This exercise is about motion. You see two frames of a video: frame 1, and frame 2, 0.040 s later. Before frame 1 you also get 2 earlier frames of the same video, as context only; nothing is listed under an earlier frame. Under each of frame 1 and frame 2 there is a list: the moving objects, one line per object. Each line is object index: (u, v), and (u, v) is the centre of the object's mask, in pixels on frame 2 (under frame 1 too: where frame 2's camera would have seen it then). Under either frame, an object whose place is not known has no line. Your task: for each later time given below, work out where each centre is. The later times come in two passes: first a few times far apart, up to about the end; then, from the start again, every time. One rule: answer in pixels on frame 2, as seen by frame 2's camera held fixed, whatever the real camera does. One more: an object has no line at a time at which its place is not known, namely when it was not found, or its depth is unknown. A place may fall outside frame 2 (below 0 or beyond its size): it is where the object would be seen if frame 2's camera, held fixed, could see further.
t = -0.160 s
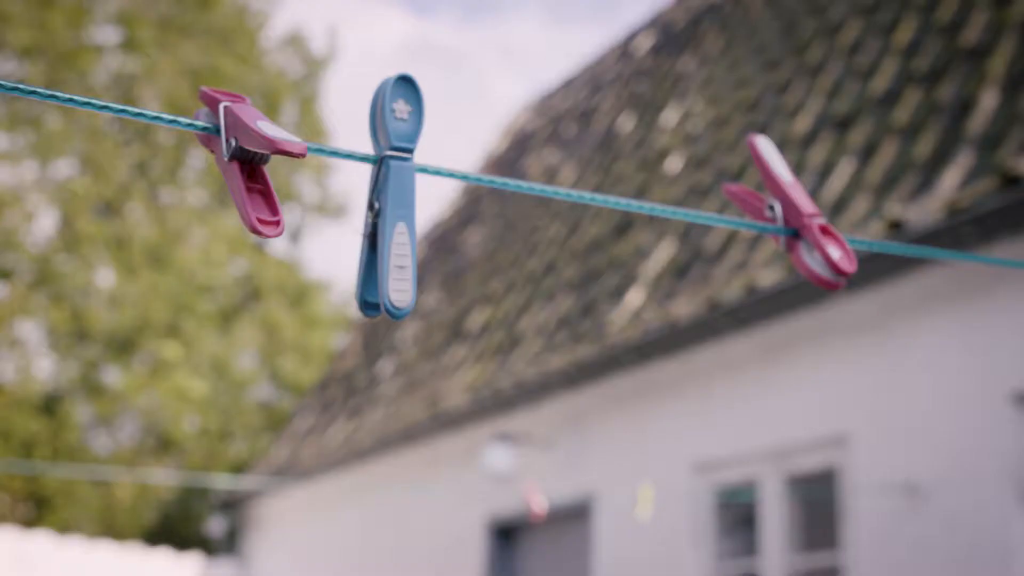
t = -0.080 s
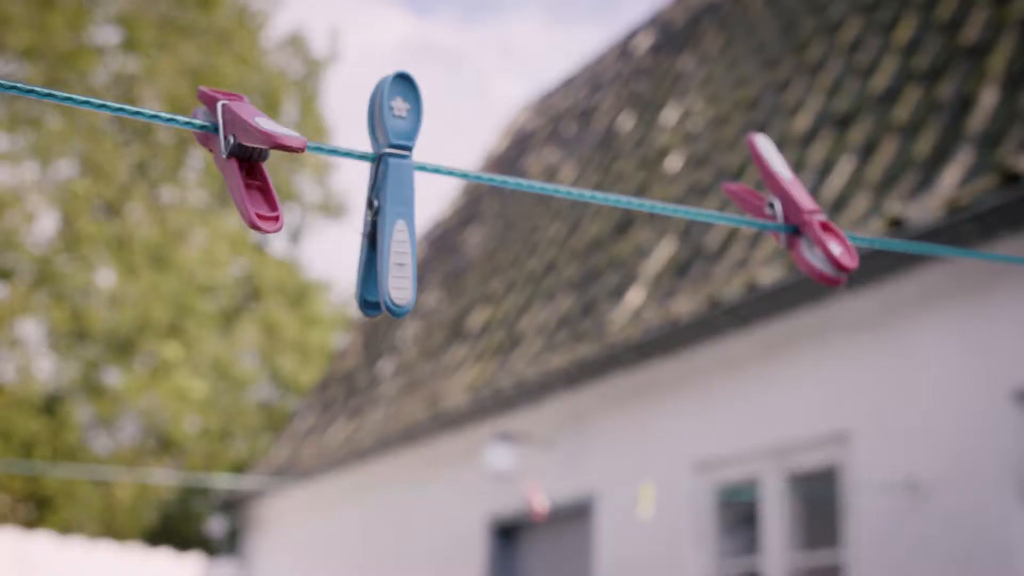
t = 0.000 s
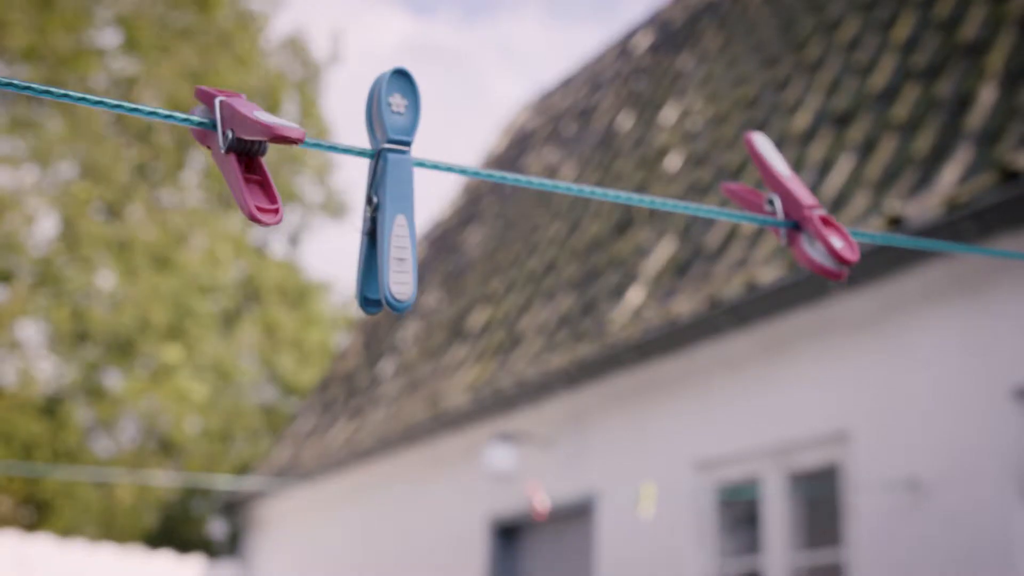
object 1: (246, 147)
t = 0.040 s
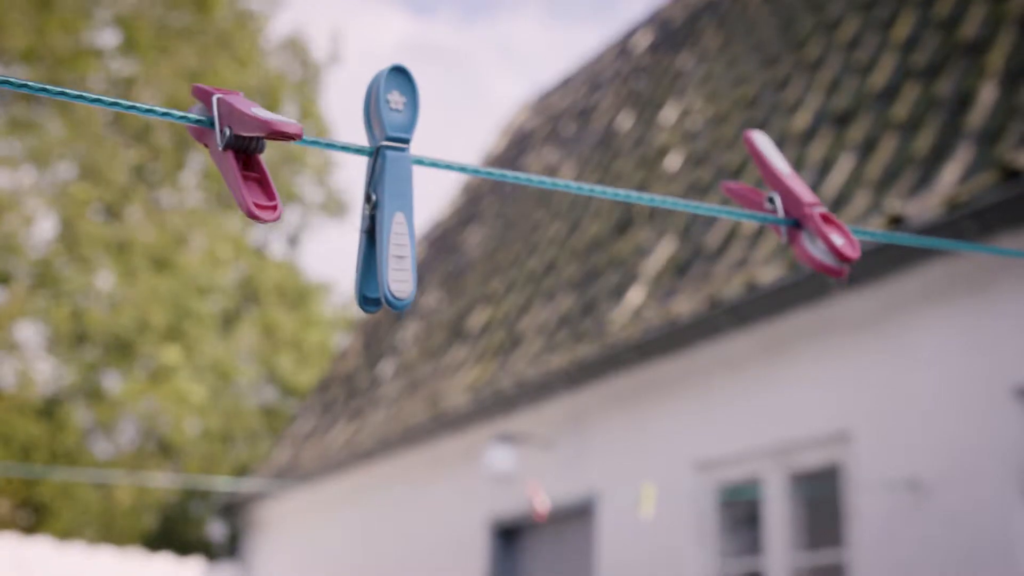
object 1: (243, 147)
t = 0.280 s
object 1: (240, 147)
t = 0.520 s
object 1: (243, 155)
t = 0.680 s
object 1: (245, 150)
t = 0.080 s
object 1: (241, 145)
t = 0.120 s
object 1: (240, 146)
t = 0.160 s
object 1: (240, 147)
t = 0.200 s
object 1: (240, 147)
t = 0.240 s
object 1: (240, 147)
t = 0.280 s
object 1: (240, 147)
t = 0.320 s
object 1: (241, 148)
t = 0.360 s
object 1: (241, 152)
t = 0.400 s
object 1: (242, 157)
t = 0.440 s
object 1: (243, 158)
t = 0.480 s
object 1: (243, 158)
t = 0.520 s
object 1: (243, 155)
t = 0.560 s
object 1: (243, 154)
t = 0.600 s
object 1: (243, 154)
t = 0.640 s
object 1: (244, 153)
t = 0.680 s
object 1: (245, 150)
